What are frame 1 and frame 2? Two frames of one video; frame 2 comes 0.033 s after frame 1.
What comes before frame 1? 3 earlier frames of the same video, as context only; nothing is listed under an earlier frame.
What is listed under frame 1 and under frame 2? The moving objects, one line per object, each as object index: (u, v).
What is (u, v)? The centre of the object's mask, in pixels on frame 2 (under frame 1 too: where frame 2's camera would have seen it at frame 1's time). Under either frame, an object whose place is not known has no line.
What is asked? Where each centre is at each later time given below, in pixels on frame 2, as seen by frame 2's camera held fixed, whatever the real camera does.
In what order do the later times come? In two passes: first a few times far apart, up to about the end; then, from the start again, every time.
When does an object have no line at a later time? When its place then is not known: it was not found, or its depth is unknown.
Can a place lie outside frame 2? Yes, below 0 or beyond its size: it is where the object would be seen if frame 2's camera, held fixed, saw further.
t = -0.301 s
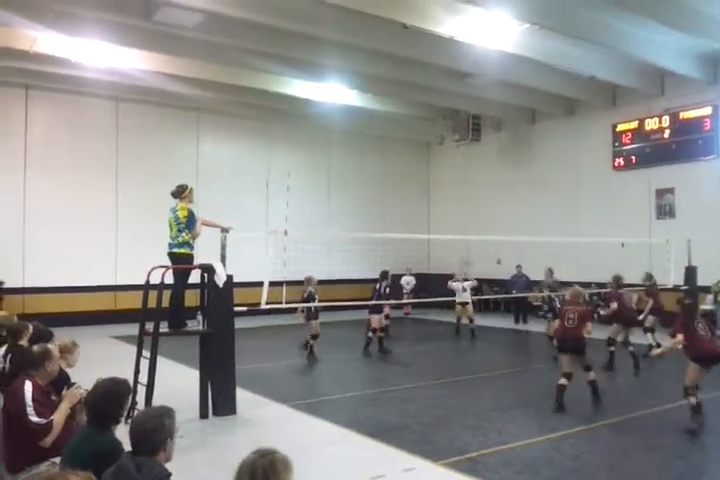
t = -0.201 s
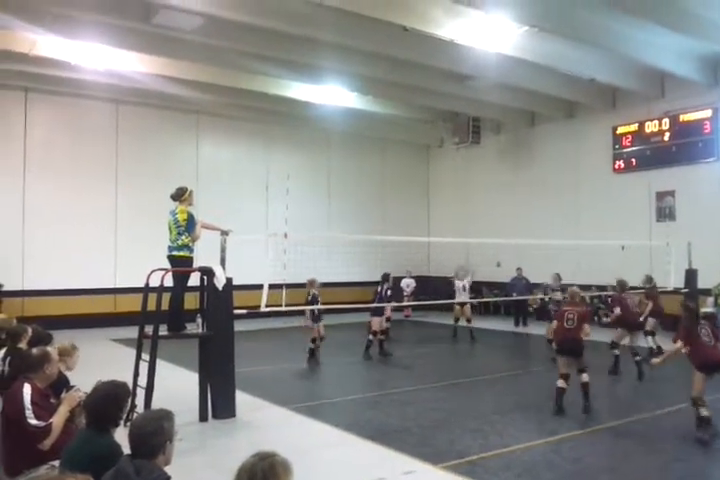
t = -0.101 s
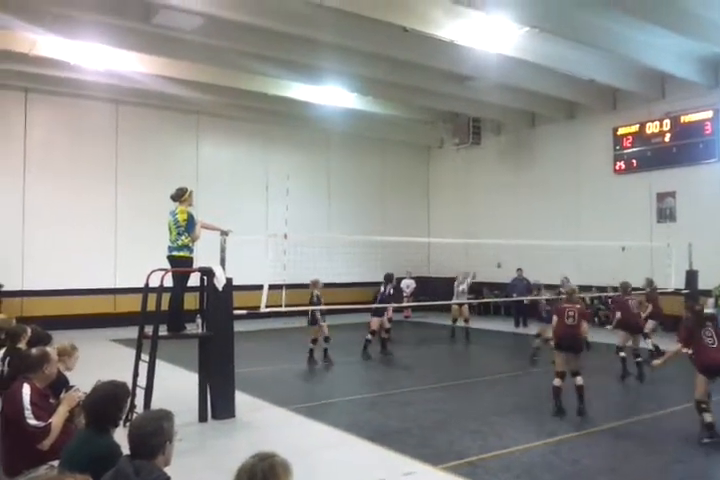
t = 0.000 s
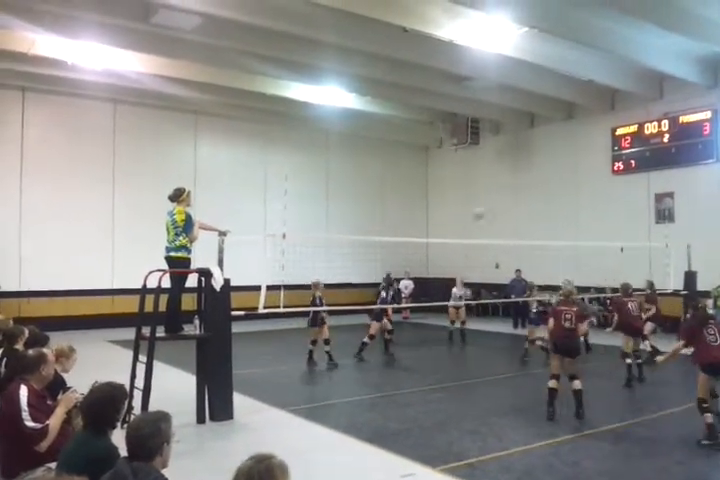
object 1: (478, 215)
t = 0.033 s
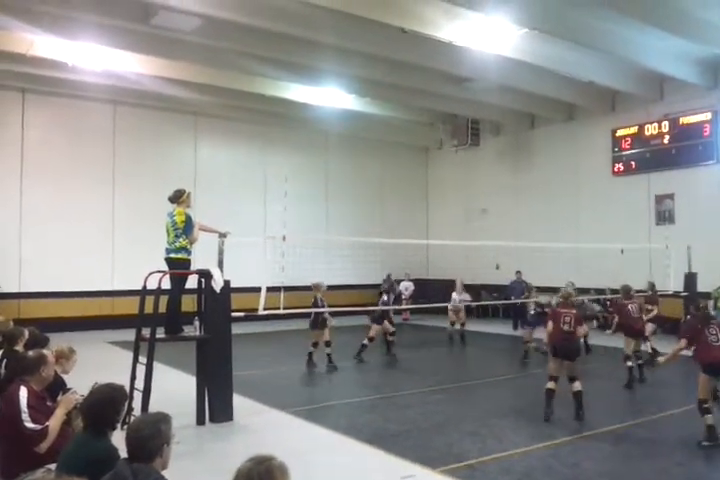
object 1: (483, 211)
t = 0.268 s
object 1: (501, 165)
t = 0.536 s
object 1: (531, 147)
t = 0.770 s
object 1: (567, 168)
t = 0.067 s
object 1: (484, 199)
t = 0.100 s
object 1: (486, 197)
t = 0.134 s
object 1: (489, 184)
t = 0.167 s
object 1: (490, 183)
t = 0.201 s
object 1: (493, 178)
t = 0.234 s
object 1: (498, 170)
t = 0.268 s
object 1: (501, 165)
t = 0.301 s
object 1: (506, 161)
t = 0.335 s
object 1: (509, 154)
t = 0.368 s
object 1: (510, 150)
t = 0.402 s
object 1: (518, 150)
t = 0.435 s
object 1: (521, 149)
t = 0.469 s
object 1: (524, 148)
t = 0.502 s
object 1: (528, 147)
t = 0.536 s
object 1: (531, 147)
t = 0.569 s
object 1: (537, 148)
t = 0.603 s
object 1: (540, 148)
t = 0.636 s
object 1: (545, 151)
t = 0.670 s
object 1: (551, 153)
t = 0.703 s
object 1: (554, 157)
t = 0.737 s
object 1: (562, 163)
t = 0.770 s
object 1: (567, 168)
